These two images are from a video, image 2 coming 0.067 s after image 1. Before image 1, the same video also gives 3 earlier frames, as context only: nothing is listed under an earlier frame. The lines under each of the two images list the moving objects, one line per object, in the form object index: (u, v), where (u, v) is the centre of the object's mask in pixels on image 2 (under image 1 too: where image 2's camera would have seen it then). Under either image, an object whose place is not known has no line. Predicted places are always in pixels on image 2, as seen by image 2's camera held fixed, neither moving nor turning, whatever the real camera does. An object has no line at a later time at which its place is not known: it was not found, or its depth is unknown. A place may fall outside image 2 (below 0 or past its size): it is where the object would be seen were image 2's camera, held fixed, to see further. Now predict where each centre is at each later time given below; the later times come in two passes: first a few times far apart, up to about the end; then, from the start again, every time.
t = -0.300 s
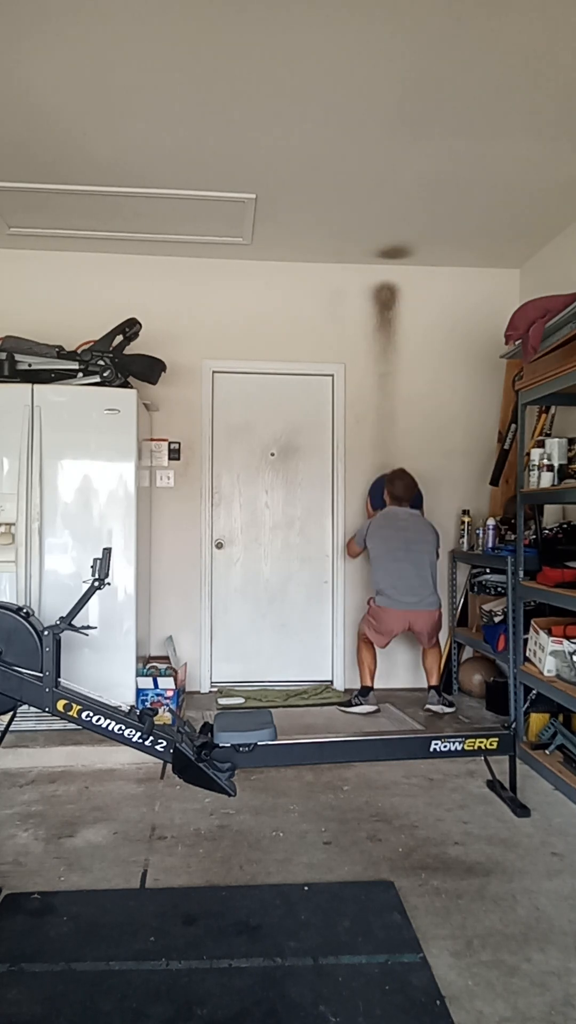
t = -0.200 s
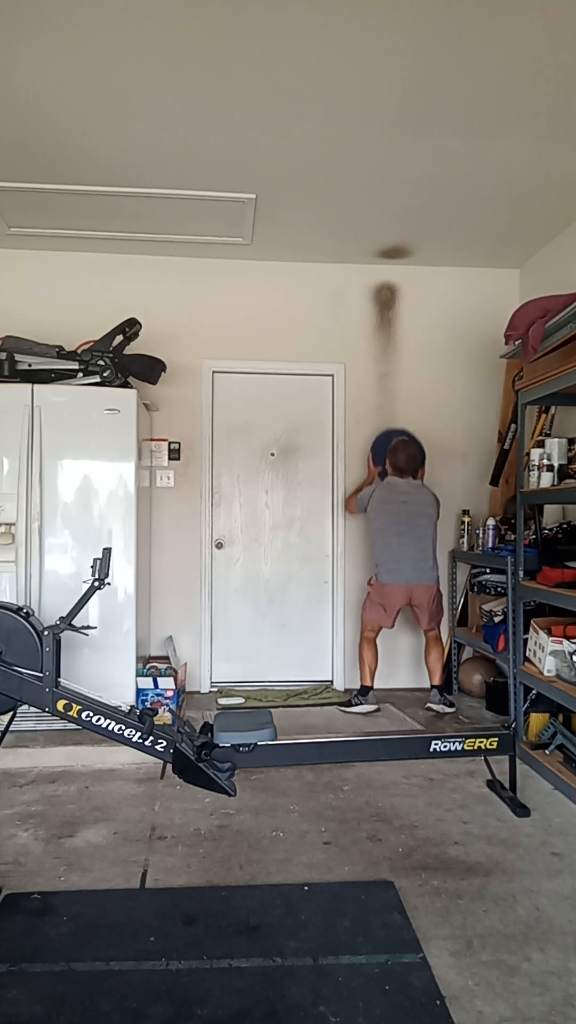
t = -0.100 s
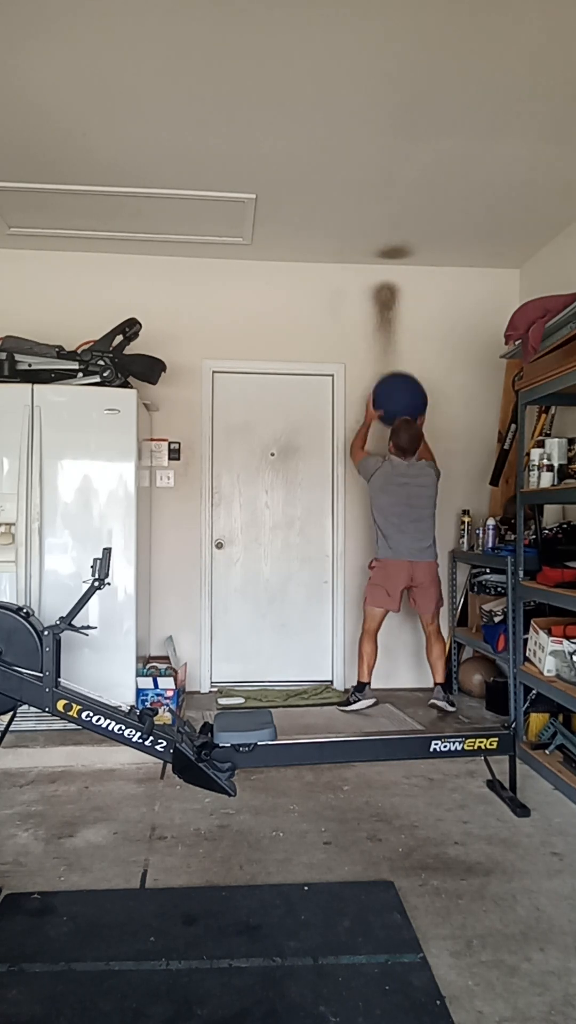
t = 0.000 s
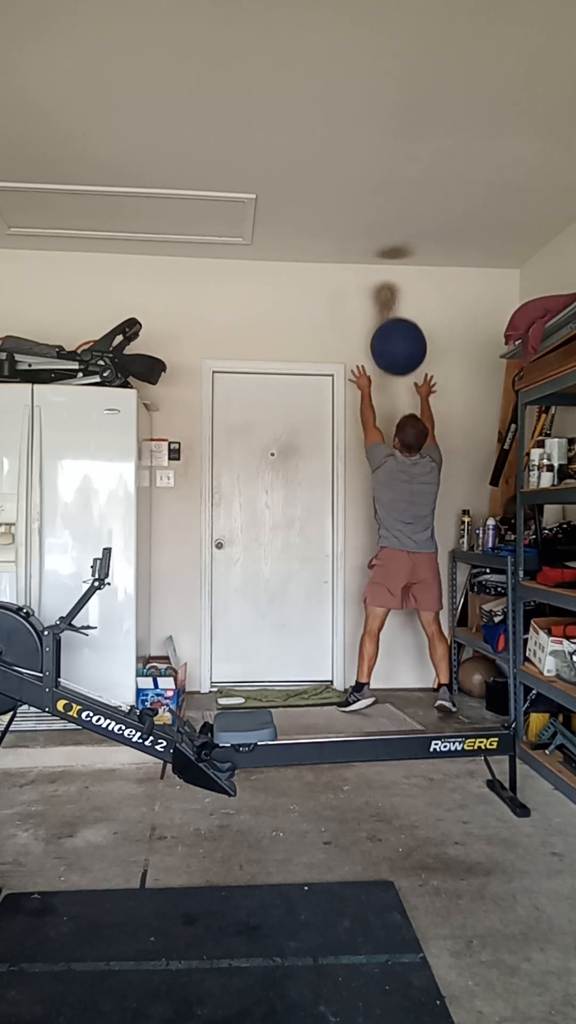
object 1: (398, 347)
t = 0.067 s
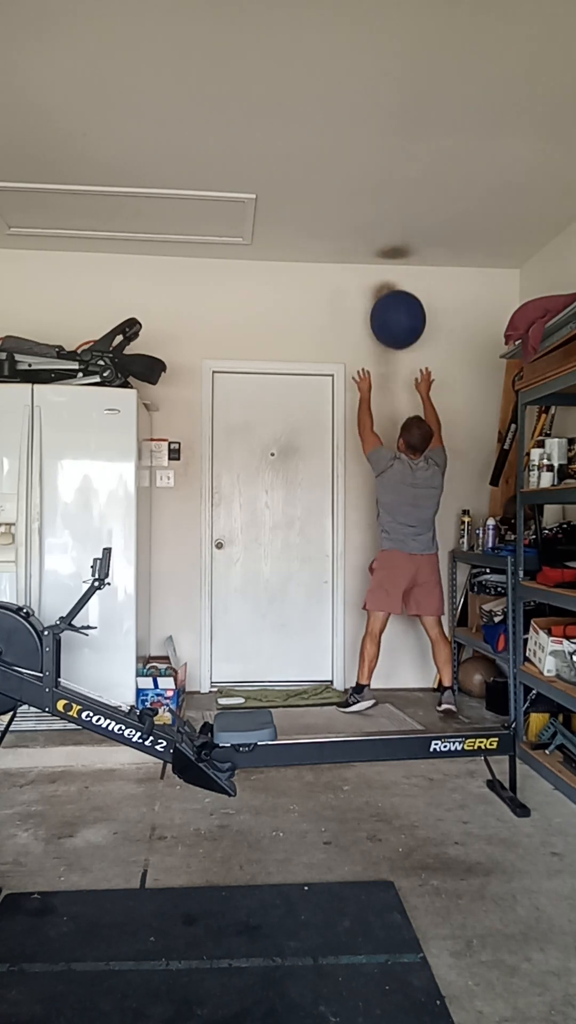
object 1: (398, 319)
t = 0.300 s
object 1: (395, 280)
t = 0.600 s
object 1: (393, 352)
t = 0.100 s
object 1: (398, 308)
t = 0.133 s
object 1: (397, 300)
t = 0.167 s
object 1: (397, 292)
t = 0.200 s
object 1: (396, 287)
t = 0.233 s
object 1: (396, 283)
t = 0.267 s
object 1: (396, 280)
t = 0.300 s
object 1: (395, 280)
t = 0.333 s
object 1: (395, 283)
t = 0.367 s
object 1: (394, 286)
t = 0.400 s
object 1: (394, 292)
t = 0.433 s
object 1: (393, 299)
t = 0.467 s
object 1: (393, 307)
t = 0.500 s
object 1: (393, 316)
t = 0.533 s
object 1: (393, 327)
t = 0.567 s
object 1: (393, 338)
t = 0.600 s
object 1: (393, 352)
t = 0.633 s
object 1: (394, 367)
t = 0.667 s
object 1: (394, 384)
